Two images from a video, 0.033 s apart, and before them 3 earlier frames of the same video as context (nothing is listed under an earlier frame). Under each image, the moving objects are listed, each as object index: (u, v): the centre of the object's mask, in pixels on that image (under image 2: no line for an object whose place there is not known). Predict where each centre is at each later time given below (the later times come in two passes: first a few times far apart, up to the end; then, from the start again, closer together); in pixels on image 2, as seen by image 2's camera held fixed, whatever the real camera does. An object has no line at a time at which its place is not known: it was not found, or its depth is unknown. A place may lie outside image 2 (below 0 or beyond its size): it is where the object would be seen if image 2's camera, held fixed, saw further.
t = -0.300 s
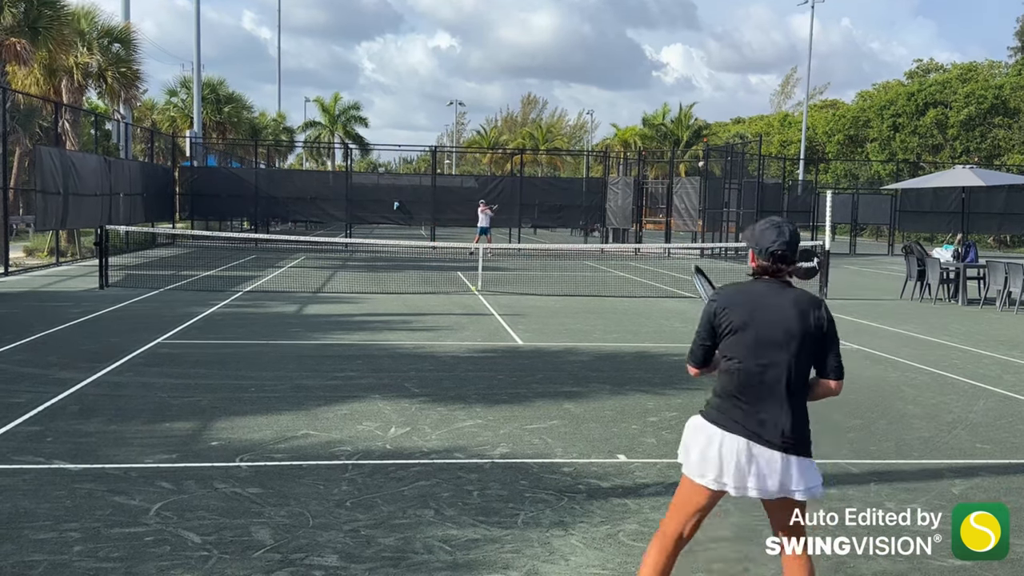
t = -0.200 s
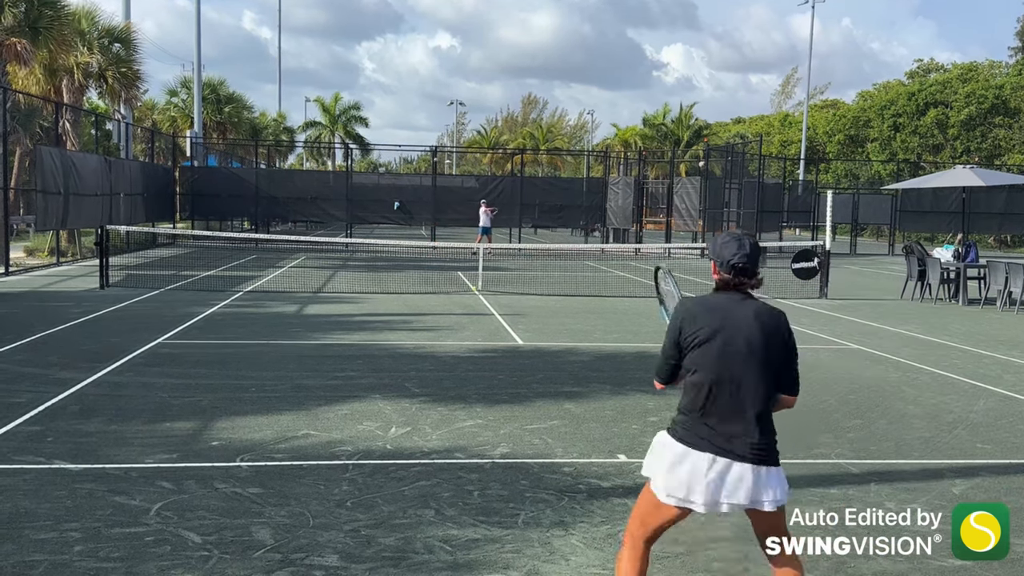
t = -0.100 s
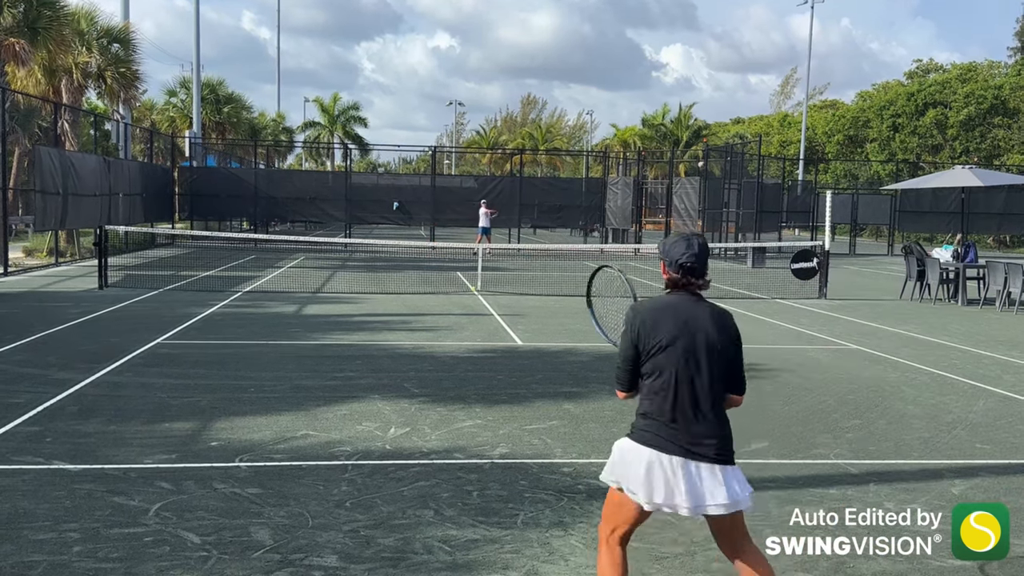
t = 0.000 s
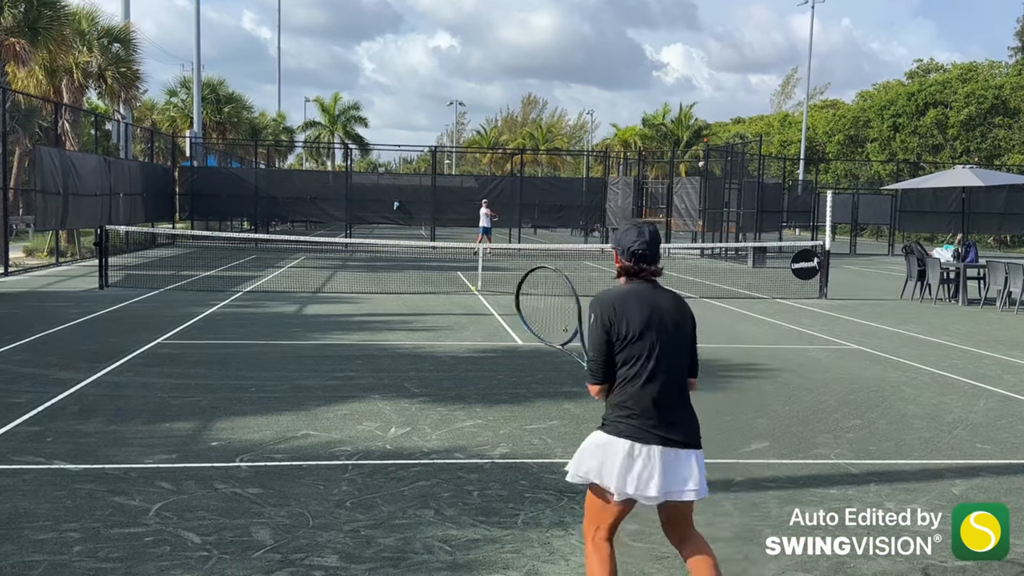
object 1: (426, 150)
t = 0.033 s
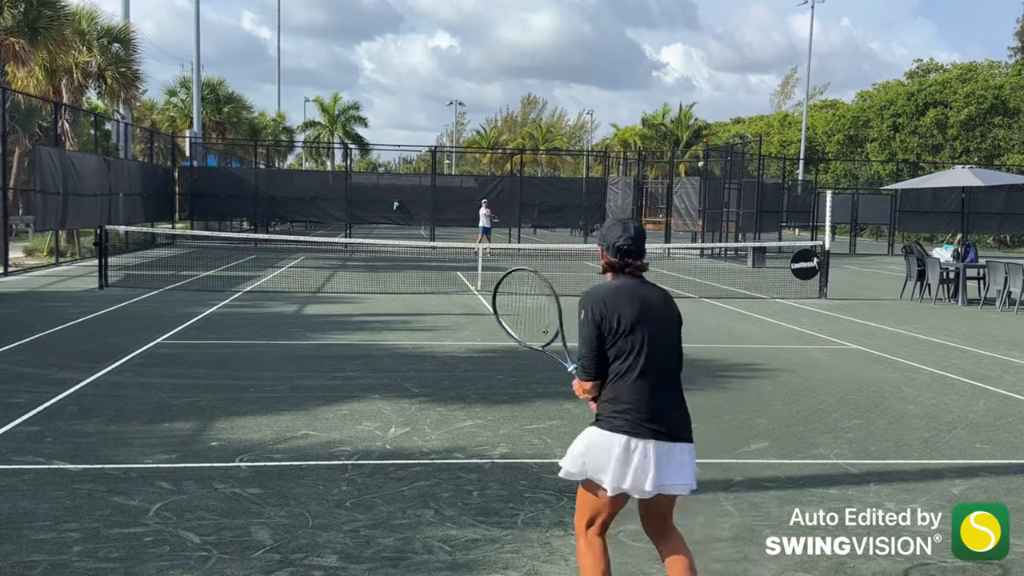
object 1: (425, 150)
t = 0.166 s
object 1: (416, 159)
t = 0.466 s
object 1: (388, 237)
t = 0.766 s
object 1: (352, 280)
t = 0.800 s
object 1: (349, 270)
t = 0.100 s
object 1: (419, 156)
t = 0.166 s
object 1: (416, 159)
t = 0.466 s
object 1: (388, 237)
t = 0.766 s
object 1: (352, 280)
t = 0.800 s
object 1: (349, 270)
